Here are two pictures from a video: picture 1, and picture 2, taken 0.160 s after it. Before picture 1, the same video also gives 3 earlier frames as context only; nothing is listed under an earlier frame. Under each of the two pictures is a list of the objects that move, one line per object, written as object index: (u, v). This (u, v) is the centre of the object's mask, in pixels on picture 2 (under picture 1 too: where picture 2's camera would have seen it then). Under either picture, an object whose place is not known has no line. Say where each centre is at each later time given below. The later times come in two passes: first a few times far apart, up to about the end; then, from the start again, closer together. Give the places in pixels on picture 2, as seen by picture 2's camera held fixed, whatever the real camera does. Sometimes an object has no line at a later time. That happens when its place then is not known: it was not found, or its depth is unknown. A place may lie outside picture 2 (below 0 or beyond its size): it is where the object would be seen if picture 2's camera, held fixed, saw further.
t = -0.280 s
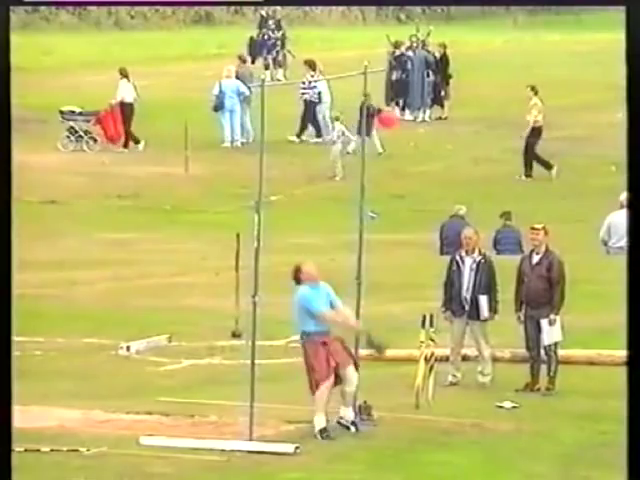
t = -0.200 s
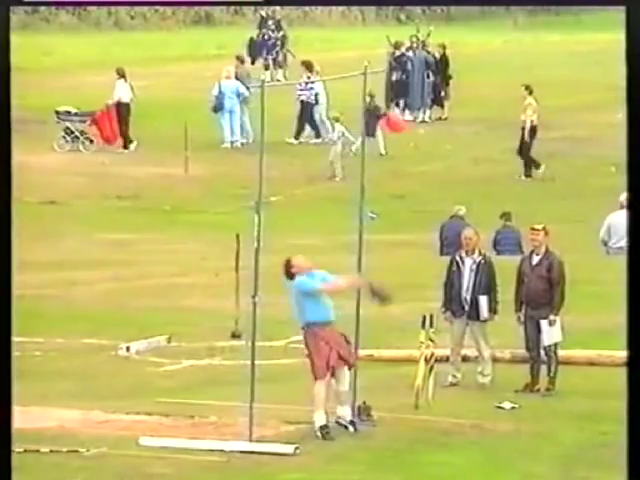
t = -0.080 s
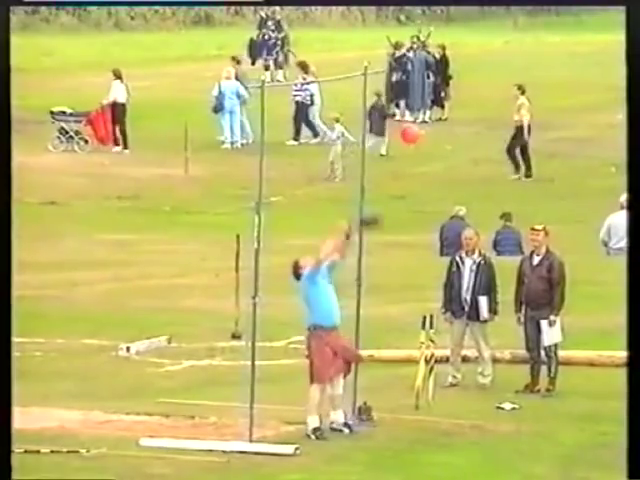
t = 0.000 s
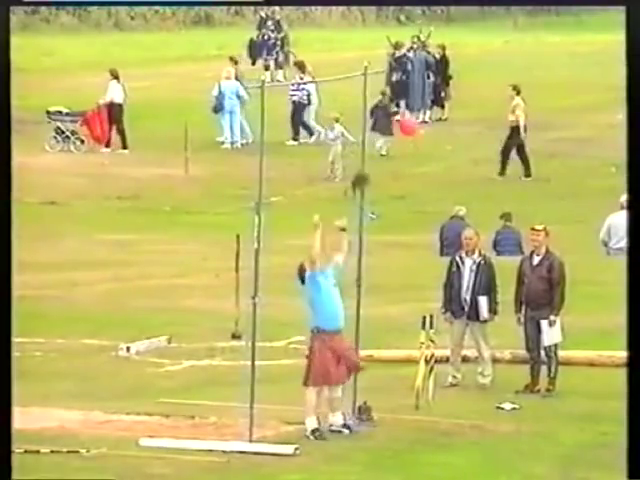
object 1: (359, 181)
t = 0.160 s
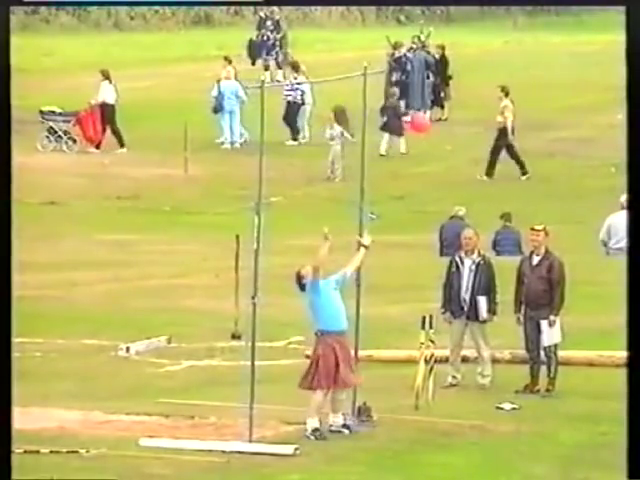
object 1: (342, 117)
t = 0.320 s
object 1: (323, 79)
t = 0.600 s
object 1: (290, 70)
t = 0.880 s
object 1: (255, 153)
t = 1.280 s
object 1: (211, 392)
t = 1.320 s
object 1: (205, 427)
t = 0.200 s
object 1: (337, 106)
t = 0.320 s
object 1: (323, 79)
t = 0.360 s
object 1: (318, 73)
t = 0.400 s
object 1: (316, 67)
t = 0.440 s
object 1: (309, 67)
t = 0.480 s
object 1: (304, 67)
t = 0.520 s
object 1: (300, 63)
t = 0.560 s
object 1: (295, 67)
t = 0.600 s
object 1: (290, 70)
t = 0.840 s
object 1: (260, 136)
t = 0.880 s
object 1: (255, 153)
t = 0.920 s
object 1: (250, 171)
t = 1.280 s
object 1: (211, 392)
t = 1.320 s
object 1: (205, 427)
